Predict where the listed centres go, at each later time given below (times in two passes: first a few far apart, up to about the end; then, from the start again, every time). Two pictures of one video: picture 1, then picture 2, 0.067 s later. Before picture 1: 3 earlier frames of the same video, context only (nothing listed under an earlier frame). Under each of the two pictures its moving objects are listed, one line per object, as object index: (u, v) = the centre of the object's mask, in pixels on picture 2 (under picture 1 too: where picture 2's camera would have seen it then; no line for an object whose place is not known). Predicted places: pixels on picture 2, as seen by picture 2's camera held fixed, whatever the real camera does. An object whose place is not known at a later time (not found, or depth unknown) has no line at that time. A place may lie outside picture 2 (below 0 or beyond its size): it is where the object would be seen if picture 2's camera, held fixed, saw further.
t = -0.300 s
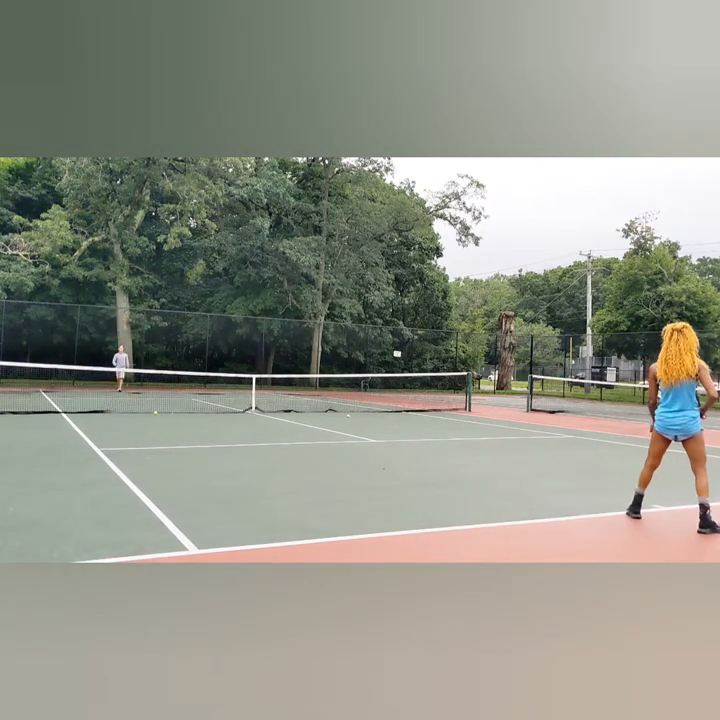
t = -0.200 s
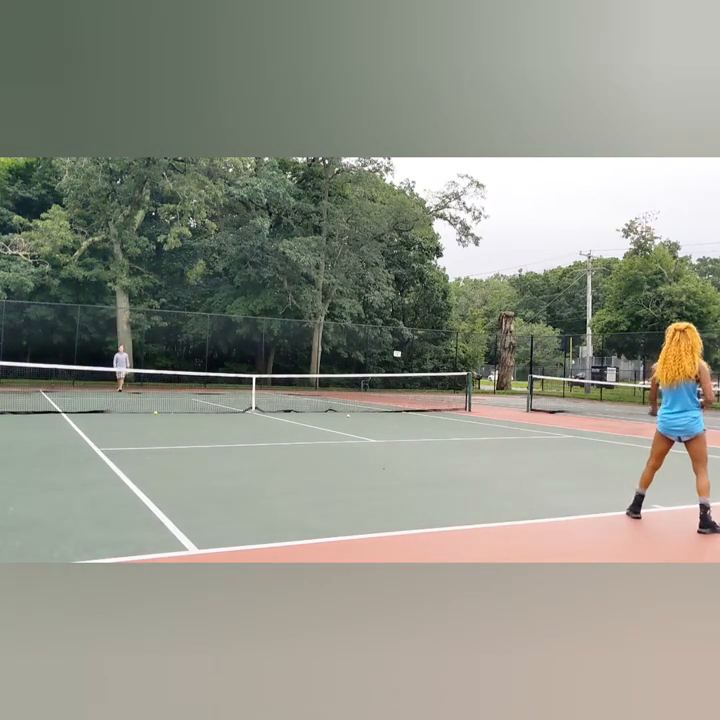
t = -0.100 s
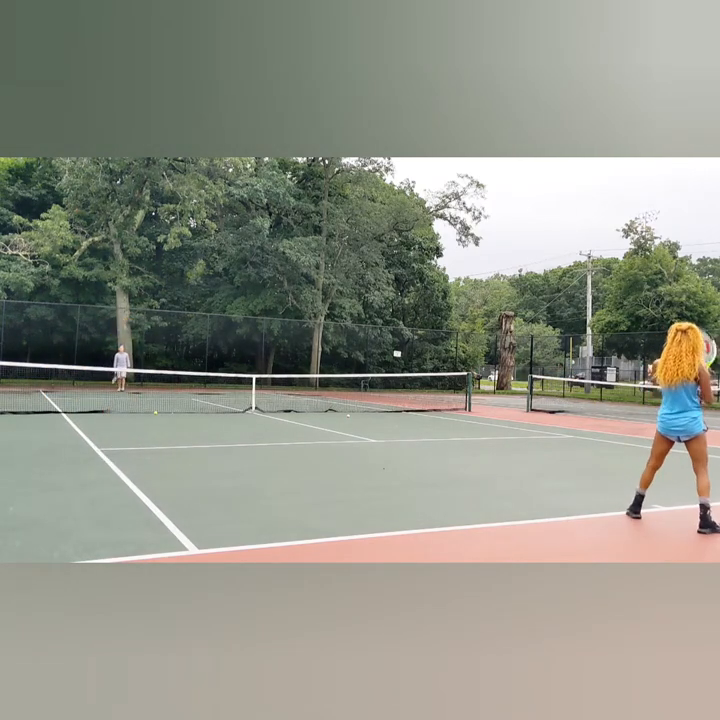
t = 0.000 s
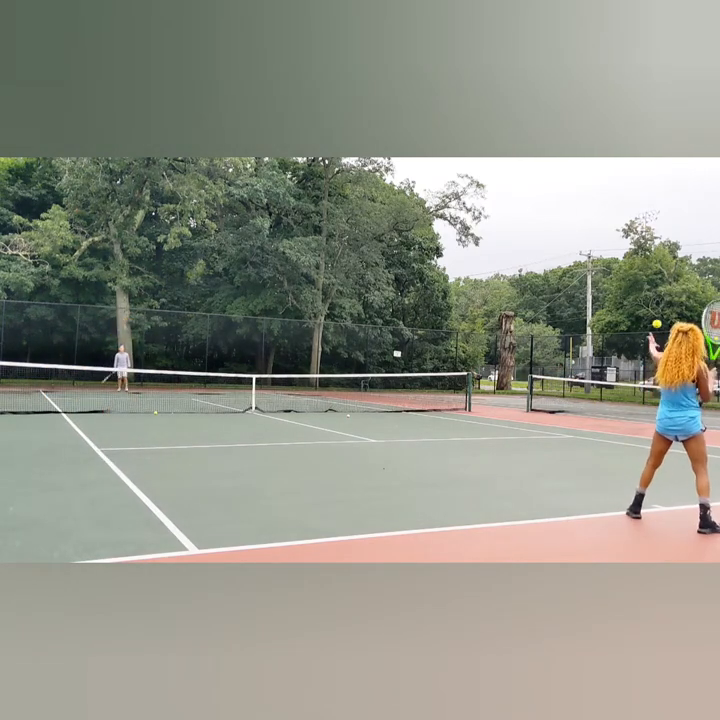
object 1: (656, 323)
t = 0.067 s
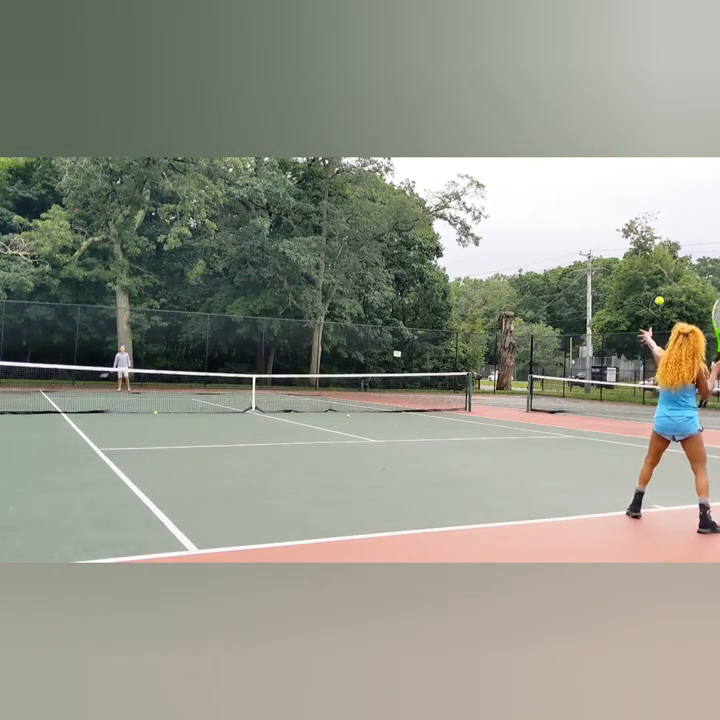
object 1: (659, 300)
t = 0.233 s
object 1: (664, 265)
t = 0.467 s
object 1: (670, 268)
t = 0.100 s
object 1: (660, 291)
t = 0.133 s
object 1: (661, 282)
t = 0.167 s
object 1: (662, 275)
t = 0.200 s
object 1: (663, 270)
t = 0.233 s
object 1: (664, 265)
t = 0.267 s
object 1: (665, 261)
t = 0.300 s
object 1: (666, 260)
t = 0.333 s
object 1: (667, 259)
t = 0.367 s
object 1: (668, 259)
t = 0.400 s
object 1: (668, 261)
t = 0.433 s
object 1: (669, 264)
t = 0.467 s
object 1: (670, 268)
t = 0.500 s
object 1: (671, 274)
